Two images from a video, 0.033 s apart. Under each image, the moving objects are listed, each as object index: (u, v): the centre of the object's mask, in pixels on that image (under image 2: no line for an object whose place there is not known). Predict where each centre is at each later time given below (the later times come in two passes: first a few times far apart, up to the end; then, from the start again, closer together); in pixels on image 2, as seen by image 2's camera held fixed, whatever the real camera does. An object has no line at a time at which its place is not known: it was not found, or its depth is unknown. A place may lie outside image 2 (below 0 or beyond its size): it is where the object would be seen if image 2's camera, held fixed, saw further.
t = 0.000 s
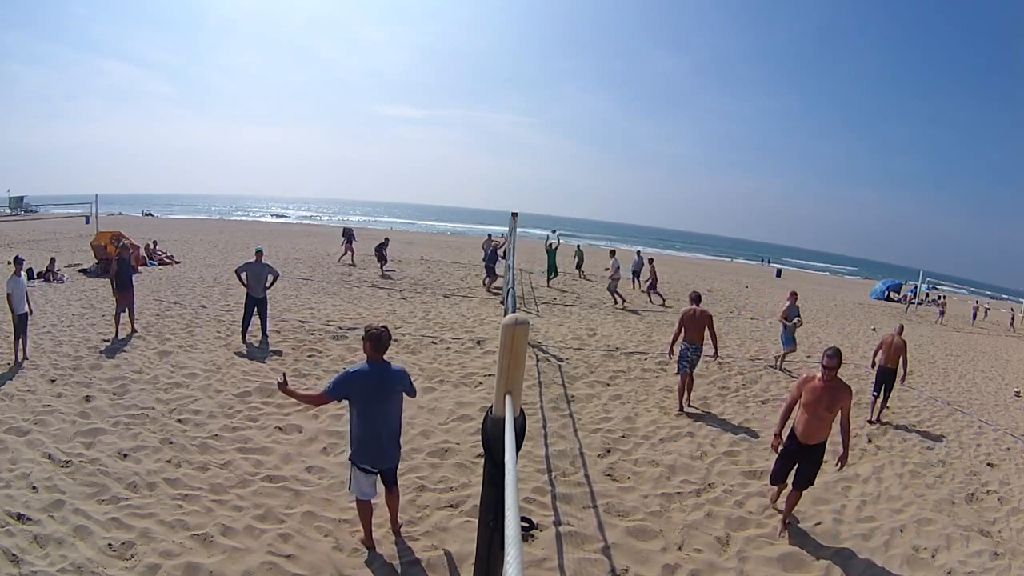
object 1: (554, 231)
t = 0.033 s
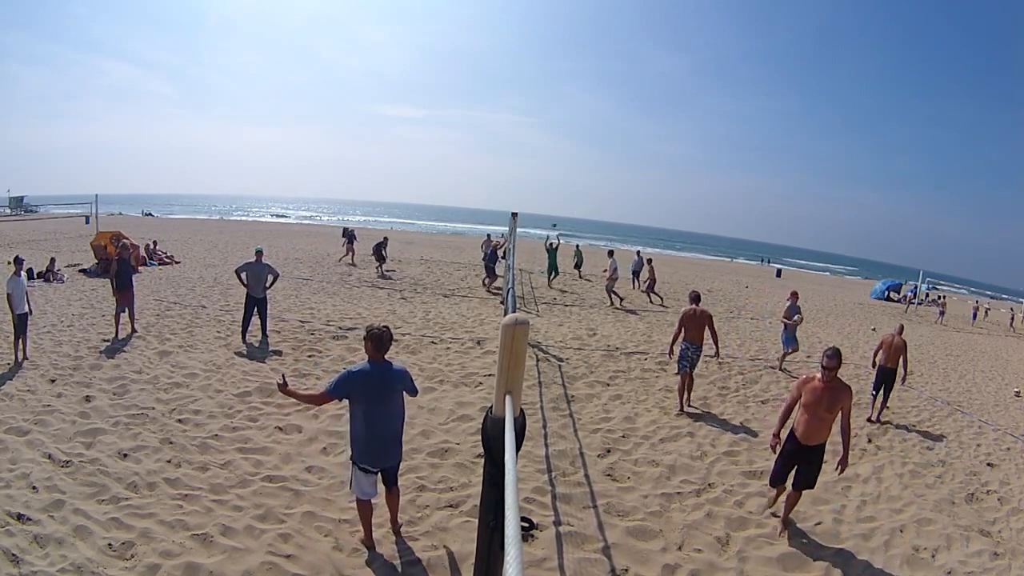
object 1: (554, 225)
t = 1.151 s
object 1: (550, 179)
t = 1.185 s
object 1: (549, 183)
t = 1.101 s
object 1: (551, 174)
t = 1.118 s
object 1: (550, 176)
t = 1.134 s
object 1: (550, 178)
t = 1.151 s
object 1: (550, 179)
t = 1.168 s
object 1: (550, 181)
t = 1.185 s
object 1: (549, 183)
